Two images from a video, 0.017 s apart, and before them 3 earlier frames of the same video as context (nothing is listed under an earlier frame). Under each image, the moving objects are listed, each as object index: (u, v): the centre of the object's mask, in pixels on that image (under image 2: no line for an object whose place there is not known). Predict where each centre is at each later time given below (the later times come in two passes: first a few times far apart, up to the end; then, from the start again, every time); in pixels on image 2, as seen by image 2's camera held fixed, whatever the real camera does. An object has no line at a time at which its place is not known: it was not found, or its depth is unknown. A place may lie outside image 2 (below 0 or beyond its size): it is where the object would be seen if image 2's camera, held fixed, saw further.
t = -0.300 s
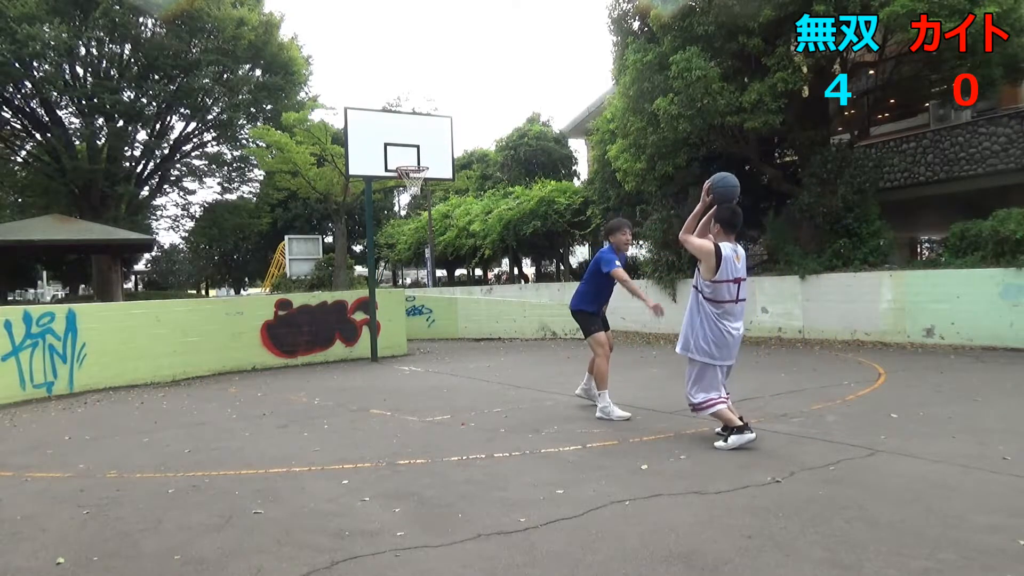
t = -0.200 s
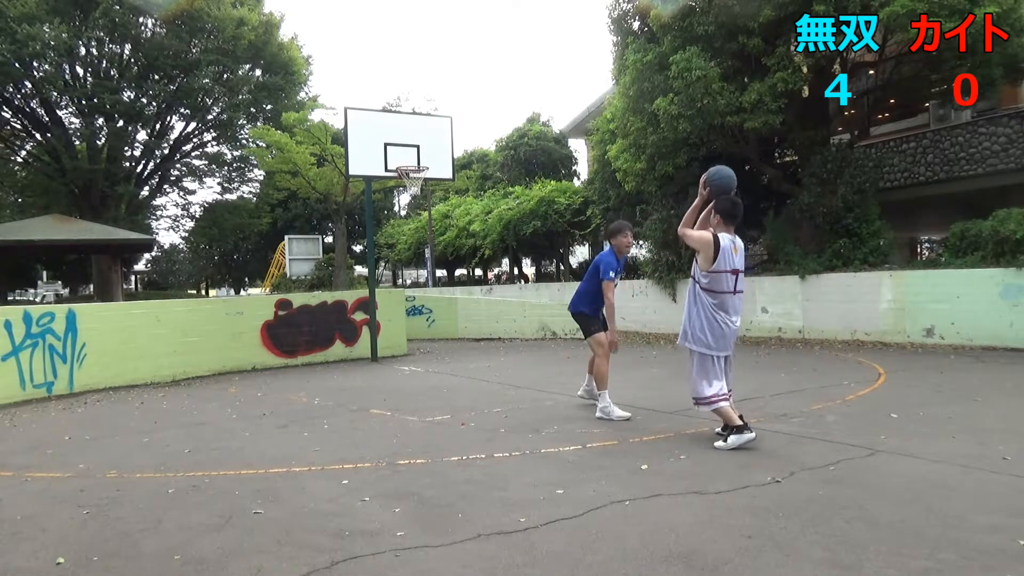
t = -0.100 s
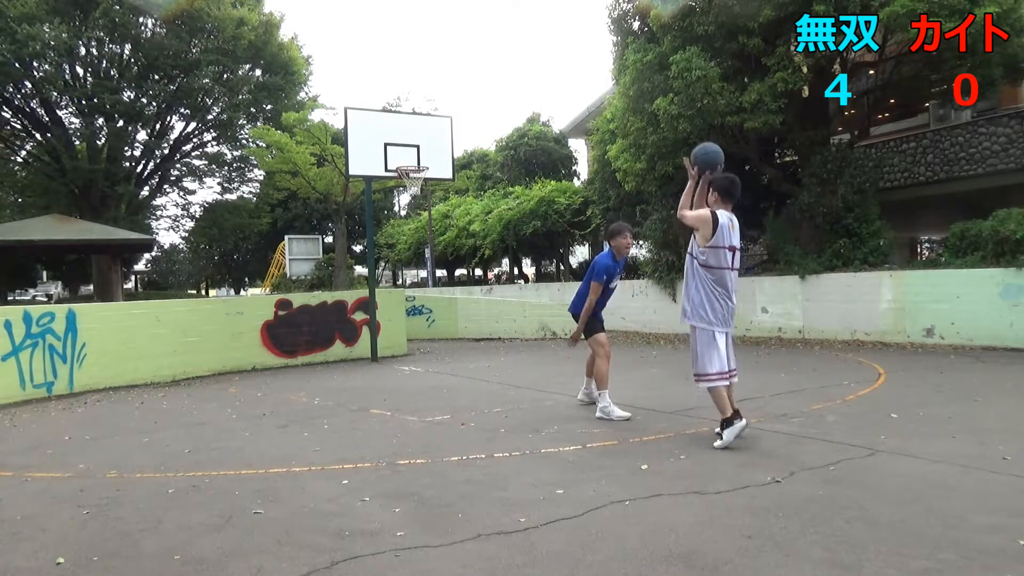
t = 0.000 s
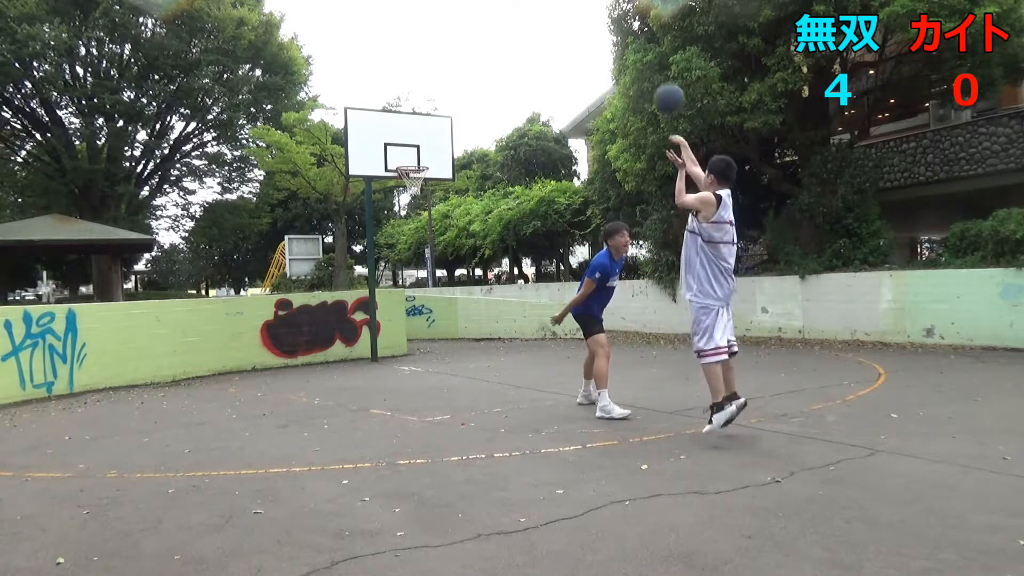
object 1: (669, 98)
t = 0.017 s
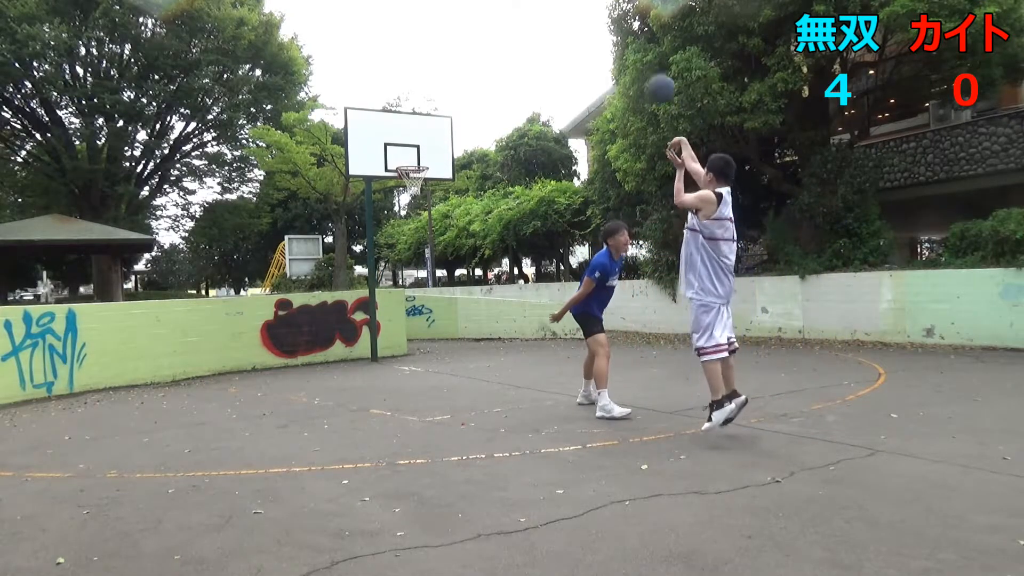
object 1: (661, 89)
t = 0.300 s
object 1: (552, 7)
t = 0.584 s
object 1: (482, 13)
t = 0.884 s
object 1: (432, 78)
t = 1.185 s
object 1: (402, 151)
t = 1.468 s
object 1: (410, 113)
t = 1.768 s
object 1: (423, 128)
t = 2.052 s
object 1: (438, 200)
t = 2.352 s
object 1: (458, 345)
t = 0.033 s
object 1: (653, 80)
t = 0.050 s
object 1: (645, 73)
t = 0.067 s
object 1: (637, 64)
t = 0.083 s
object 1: (630, 58)
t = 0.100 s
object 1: (623, 52)
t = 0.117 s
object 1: (617, 46)
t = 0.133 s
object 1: (611, 40)
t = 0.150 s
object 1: (604, 35)
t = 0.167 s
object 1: (598, 31)
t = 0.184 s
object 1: (591, 26)
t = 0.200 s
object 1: (585, 23)
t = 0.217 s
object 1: (579, 19)
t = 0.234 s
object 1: (574, 16)
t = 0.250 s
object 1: (568, 12)
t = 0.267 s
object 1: (563, 10)
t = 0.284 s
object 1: (557, 9)
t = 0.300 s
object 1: (552, 7)
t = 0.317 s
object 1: (547, 7)
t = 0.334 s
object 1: (542, 6)
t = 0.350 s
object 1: (538, 5)
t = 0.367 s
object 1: (533, 5)
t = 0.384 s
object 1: (529, 5)
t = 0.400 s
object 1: (524, 5)
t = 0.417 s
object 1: (520, 4)
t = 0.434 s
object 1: (516, 5)
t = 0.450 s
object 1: (511, 5)
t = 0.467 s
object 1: (507, 5)
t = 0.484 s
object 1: (504, 6)
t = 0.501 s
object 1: (500, 6)
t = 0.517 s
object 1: (496, 7)
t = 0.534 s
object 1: (492, 8)
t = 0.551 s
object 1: (489, 9)
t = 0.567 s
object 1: (485, 10)
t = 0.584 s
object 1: (482, 13)
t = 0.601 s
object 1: (479, 15)
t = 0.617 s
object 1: (476, 17)
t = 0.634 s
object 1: (472, 20)
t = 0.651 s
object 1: (469, 23)
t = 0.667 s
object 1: (466, 26)
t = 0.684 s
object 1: (463, 29)
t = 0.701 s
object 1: (460, 32)
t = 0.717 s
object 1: (457, 36)
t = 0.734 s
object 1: (455, 40)
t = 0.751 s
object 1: (452, 43)
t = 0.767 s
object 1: (449, 48)
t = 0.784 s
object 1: (447, 51)
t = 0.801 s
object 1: (444, 56)
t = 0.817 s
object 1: (442, 60)
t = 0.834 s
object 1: (439, 64)
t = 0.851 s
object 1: (437, 69)
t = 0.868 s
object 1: (434, 73)
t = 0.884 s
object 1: (432, 78)
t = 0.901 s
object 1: (430, 83)
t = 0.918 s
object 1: (427, 88)
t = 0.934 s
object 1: (426, 93)
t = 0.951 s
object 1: (423, 98)
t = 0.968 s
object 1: (421, 104)
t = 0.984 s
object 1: (419, 110)
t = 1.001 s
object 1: (417, 115)
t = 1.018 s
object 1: (415, 120)
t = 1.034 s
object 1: (413, 126)
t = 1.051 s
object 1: (411, 132)
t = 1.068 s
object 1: (409, 138)
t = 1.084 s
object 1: (407, 144)
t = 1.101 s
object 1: (405, 150)
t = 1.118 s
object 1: (403, 156)
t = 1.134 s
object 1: (402, 161)
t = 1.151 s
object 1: (401, 159)
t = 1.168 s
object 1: (401, 155)
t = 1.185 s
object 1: (402, 151)
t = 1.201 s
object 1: (402, 148)
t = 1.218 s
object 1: (403, 144)
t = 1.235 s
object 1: (403, 141)
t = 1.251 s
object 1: (404, 138)
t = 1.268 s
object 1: (404, 135)
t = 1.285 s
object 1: (404, 132)
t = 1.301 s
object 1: (405, 129)
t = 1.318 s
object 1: (405, 127)
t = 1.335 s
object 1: (406, 125)
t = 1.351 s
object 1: (407, 122)
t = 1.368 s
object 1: (407, 120)
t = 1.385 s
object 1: (408, 119)
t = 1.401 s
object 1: (408, 117)
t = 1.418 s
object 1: (409, 116)
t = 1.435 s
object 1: (409, 114)
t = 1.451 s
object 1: (410, 113)
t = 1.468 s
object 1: (410, 113)
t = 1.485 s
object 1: (411, 112)
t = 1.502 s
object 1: (412, 111)
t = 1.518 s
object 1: (412, 111)
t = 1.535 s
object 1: (413, 111)
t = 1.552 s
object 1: (414, 111)
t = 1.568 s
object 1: (414, 111)
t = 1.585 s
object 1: (415, 111)
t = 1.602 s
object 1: (415, 112)
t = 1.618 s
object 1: (416, 113)
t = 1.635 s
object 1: (417, 114)
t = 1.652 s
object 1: (417, 115)
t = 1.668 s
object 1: (418, 116)
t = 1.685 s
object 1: (419, 118)
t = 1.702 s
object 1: (420, 119)
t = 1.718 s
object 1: (420, 121)
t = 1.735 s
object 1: (421, 123)
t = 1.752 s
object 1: (422, 126)
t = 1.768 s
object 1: (423, 128)
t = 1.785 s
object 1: (424, 131)
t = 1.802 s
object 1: (424, 133)
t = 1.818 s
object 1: (425, 136)
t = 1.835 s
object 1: (426, 140)
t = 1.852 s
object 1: (427, 143)
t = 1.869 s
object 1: (428, 147)
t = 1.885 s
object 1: (428, 151)
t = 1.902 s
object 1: (429, 155)
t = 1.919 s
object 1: (430, 159)
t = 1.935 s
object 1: (431, 163)
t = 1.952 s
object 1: (432, 168)
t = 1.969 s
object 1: (433, 173)
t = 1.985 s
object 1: (434, 179)
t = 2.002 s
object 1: (435, 184)
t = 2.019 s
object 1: (435, 188)
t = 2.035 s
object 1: (437, 193)
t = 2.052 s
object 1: (438, 200)
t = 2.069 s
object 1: (440, 206)
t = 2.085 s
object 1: (440, 213)
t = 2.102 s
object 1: (442, 220)
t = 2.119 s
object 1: (442, 226)
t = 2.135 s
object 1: (443, 232)
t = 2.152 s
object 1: (444, 240)
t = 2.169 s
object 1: (445, 248)
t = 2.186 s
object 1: (447, 256)
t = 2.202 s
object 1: (448, 263)
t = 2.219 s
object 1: (449, 270)
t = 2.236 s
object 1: (450, 280)
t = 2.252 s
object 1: (451, 287)
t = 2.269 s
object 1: (452, 297)
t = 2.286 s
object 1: (453, 306)
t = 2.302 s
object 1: (455, 315)
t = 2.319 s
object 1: (456, 325)
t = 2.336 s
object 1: (457, 334)
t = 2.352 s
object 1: (458, 345)
